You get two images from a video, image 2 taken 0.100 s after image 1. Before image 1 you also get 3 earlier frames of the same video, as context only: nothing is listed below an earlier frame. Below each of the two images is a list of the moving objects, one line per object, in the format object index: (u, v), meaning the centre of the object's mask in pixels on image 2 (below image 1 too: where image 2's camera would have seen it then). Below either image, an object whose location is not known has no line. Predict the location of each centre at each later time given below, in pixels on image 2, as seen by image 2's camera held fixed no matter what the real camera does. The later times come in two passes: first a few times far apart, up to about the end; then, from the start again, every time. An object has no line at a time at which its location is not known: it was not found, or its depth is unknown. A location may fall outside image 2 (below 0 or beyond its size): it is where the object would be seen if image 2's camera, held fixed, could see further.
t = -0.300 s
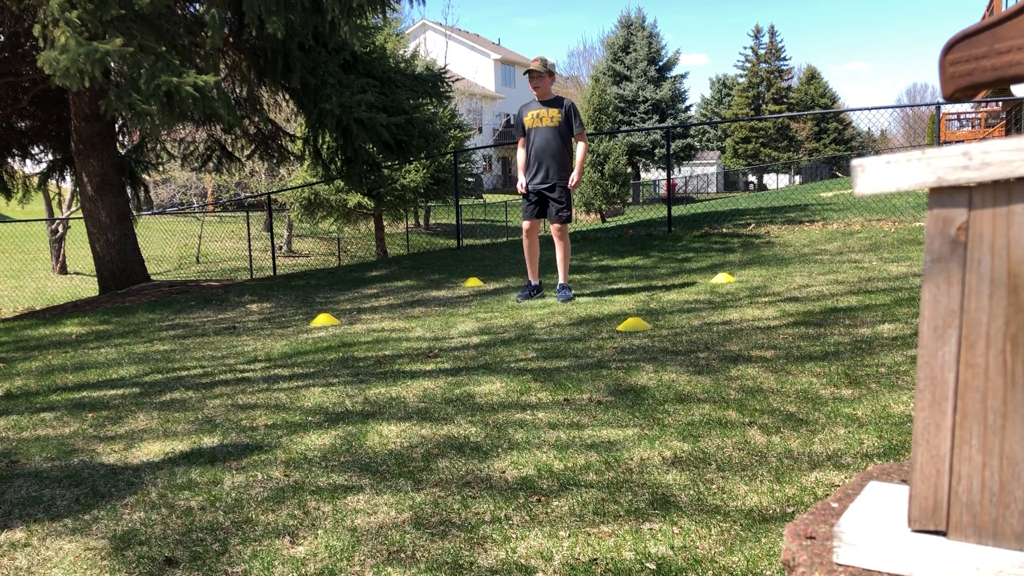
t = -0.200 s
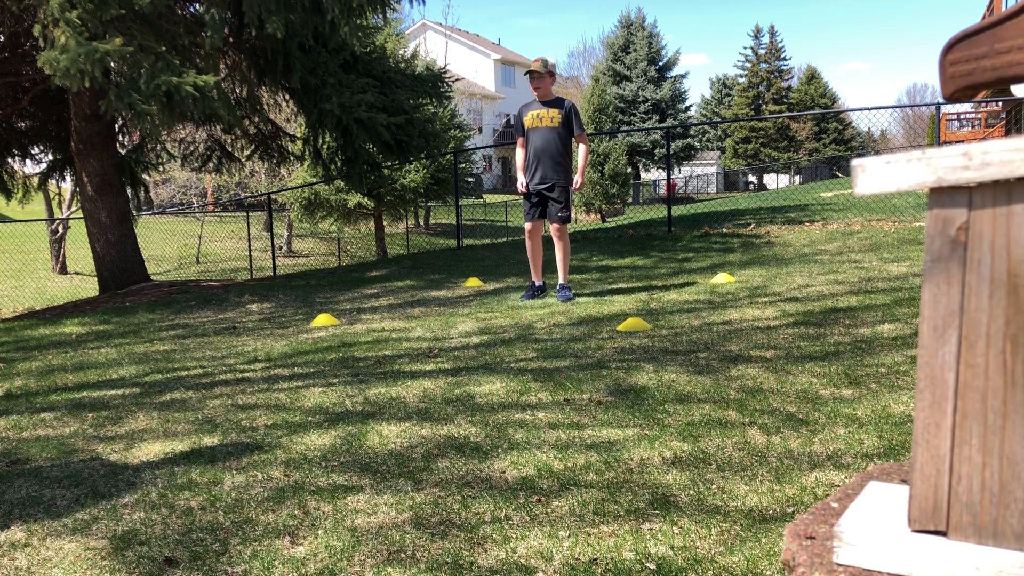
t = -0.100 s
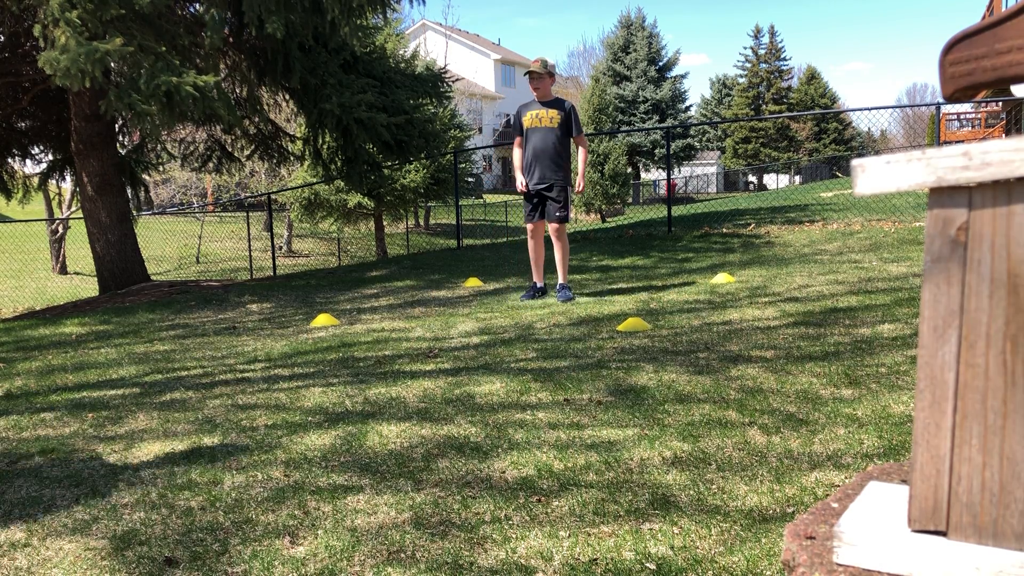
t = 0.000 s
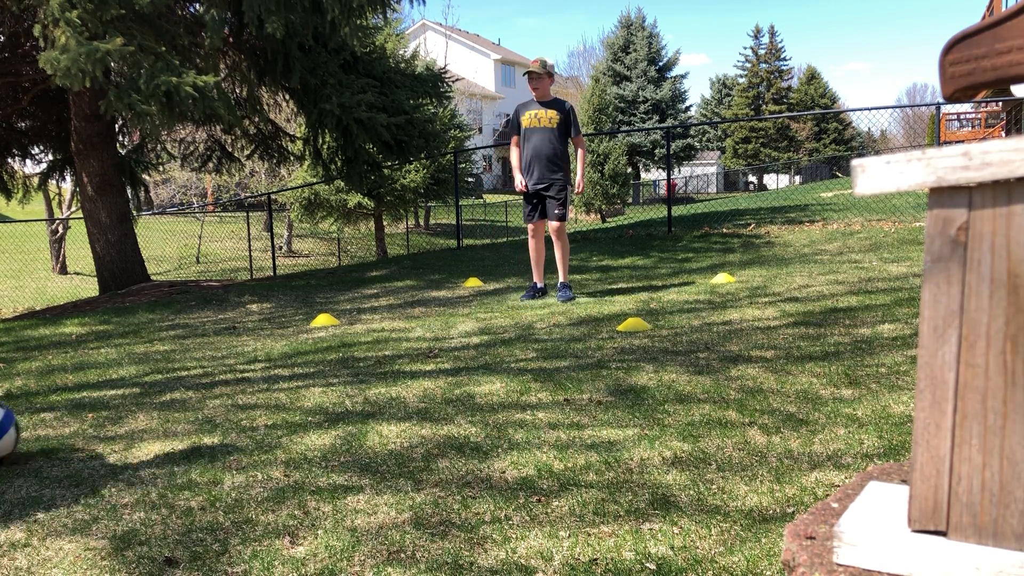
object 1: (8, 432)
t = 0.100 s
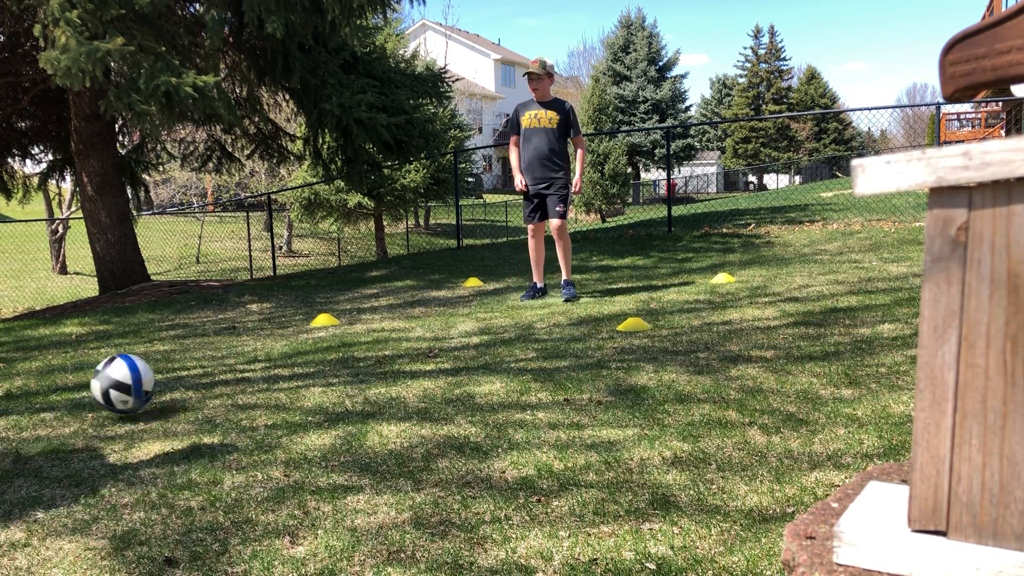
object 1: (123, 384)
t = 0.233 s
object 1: (246, 352)
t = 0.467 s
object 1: (358, 313)
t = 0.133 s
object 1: (160, 373)
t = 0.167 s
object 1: (193, 367)
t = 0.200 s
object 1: (223, 361)
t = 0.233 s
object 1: (246, 352)
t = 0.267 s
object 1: (267, 343)
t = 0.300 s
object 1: (286, 337)
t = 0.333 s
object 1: (305, 334)
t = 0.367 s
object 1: (321, 330)
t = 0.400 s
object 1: (335, 325)
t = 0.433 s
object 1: (346, 318)
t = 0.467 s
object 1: (358, 313)
